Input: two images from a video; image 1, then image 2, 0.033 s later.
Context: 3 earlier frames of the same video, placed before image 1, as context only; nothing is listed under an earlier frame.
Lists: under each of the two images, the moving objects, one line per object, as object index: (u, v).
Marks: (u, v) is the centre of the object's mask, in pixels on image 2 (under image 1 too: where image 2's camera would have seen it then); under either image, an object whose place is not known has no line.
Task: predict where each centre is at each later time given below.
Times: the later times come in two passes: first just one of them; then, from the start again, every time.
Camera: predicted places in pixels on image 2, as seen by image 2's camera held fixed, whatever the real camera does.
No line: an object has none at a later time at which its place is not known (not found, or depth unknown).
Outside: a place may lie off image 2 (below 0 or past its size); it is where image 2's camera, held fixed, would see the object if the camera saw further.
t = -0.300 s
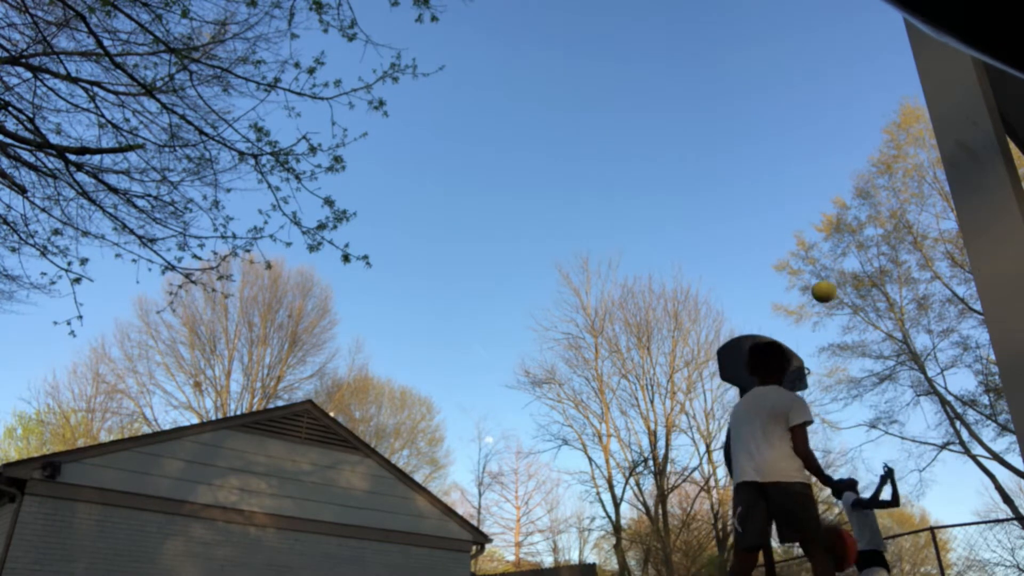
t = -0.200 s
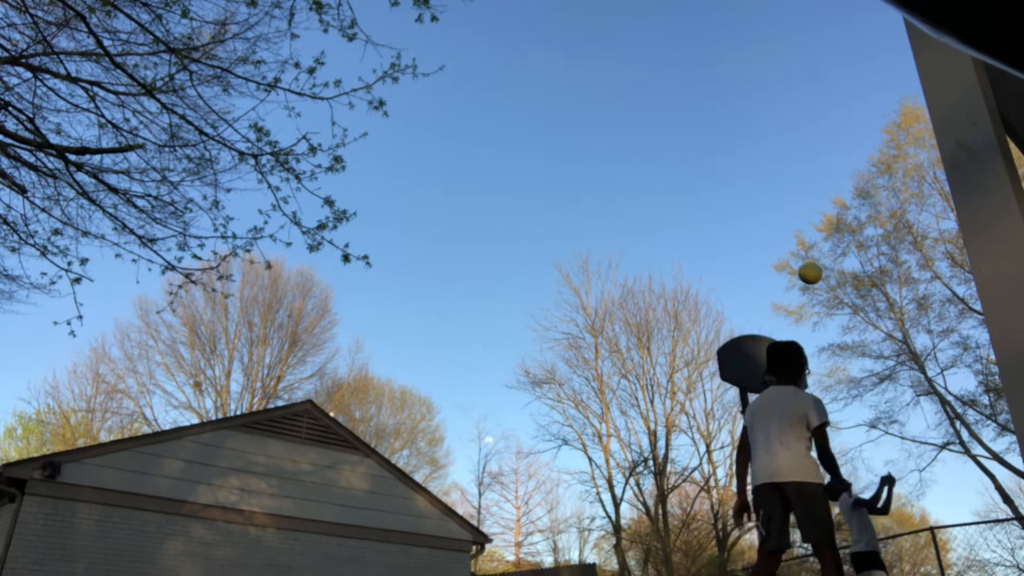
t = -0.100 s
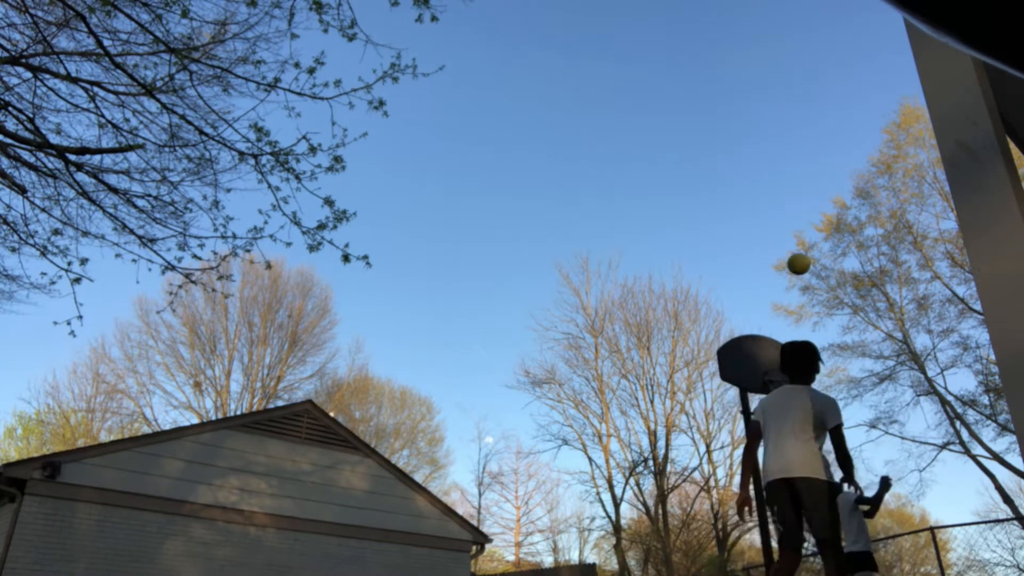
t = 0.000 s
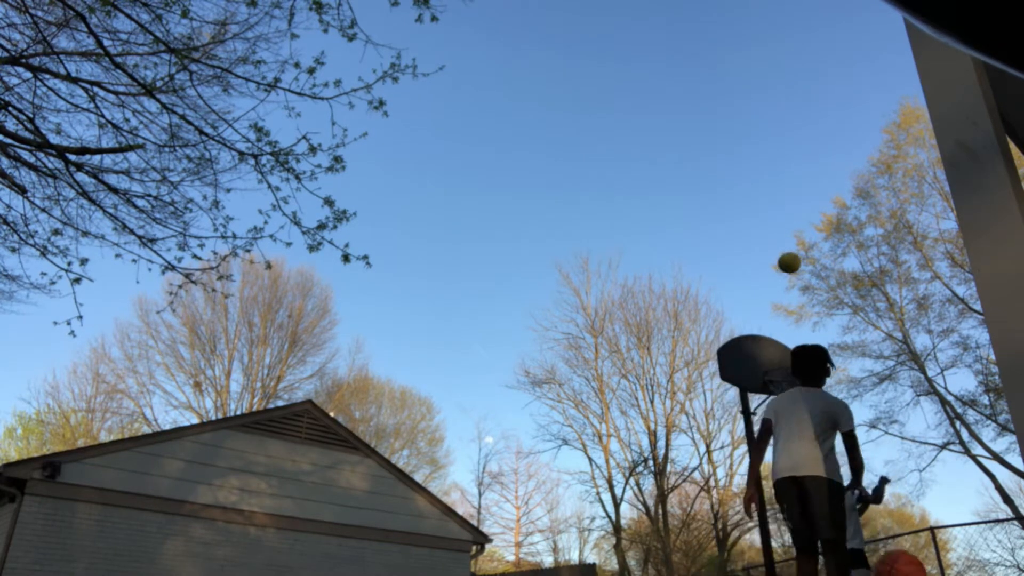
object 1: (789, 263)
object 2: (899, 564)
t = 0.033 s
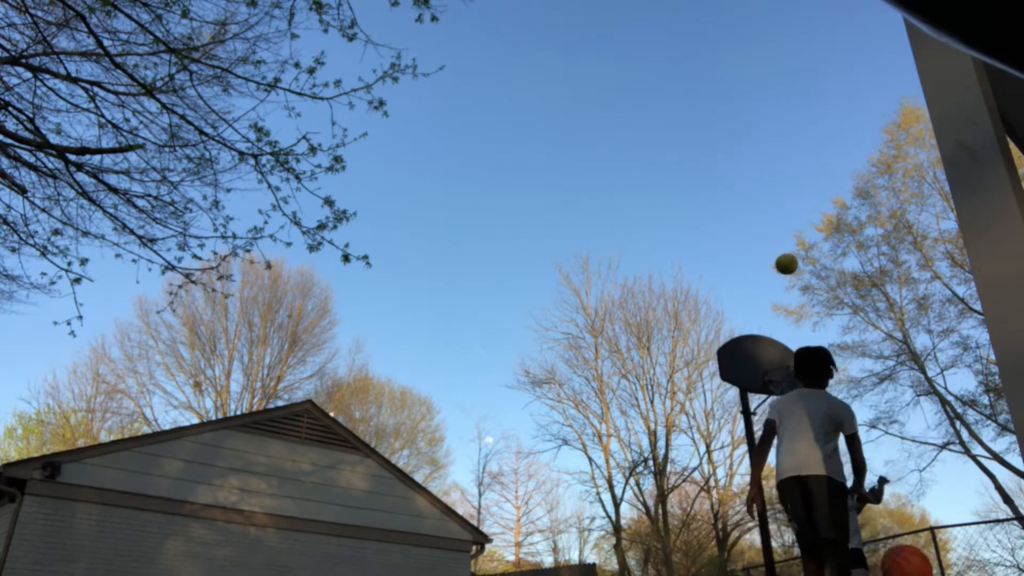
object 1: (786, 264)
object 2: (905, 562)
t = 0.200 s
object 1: (775, 283)
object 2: (939, 566)
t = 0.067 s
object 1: (784, 266)
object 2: (912, 560)
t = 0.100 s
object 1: (781, 269)
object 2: (919, 560)
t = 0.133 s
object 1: (779, 273)
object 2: (925, 561)
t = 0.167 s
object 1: (777, 277)
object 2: (932, 563)
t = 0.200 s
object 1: (775, 283)
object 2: (939, 566)
